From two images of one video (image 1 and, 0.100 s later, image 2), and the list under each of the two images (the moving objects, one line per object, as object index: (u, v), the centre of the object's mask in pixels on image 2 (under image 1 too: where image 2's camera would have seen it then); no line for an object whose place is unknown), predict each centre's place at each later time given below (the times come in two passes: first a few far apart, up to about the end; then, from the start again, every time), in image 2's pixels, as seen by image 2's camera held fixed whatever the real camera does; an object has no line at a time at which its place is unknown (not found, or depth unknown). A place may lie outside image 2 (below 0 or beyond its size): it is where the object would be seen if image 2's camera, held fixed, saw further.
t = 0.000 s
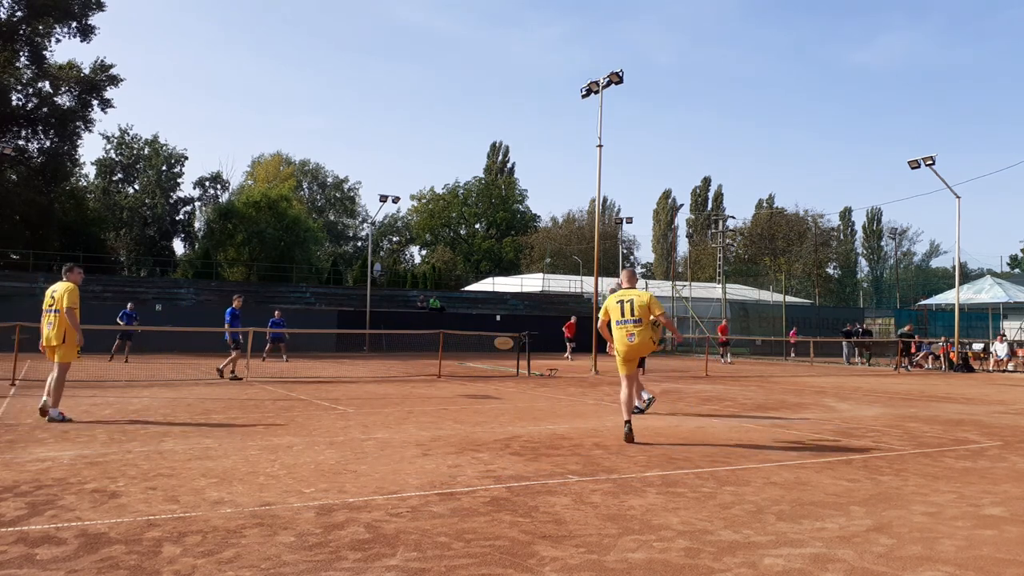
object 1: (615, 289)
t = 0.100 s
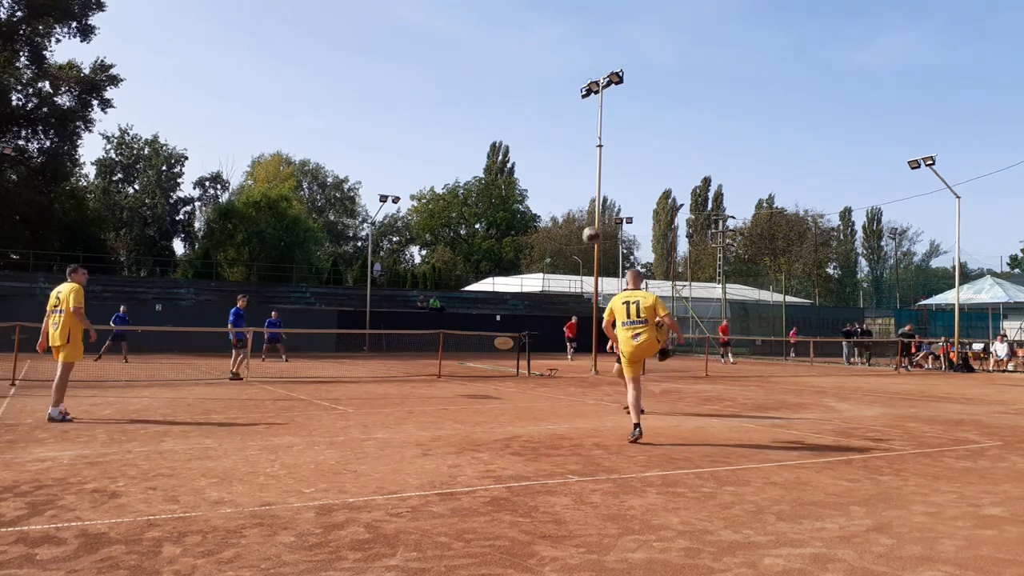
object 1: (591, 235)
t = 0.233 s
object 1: (562, 178)
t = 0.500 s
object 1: (507, 110)
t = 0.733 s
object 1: (462, 99)
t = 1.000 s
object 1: (415, 136)
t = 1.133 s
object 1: (393, 171)
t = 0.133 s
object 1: (583, 220)
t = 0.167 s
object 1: (576, 204)
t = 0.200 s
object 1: (569, 190)
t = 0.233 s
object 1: (562, 178)
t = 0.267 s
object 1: (555, 166)
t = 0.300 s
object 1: (548, 155)
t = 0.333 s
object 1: (541, 145)
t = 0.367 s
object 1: (534, 136)
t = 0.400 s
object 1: (527, 128)
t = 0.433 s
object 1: (520, 121)
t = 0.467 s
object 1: (513, 115)
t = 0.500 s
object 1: (507, 110)
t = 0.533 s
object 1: (500, 106)
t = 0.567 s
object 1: (494, 103)
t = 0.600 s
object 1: (487, 100)
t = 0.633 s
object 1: (481, 99)
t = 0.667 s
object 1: (474, 98)
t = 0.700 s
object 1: (468, 98)
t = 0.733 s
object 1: (462, 99)
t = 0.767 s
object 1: (456, 101)
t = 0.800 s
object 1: (449, 104)
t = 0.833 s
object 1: (444, 107)
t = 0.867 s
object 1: (438, 111)
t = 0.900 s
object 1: (432, 116)
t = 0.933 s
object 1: (426, 122)
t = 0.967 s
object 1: (421, 129)
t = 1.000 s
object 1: (415, 136)
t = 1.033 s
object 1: (410, 144)
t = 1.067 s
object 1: (404, 152)
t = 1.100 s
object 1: (399, 162)
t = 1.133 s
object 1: (393, 171)
